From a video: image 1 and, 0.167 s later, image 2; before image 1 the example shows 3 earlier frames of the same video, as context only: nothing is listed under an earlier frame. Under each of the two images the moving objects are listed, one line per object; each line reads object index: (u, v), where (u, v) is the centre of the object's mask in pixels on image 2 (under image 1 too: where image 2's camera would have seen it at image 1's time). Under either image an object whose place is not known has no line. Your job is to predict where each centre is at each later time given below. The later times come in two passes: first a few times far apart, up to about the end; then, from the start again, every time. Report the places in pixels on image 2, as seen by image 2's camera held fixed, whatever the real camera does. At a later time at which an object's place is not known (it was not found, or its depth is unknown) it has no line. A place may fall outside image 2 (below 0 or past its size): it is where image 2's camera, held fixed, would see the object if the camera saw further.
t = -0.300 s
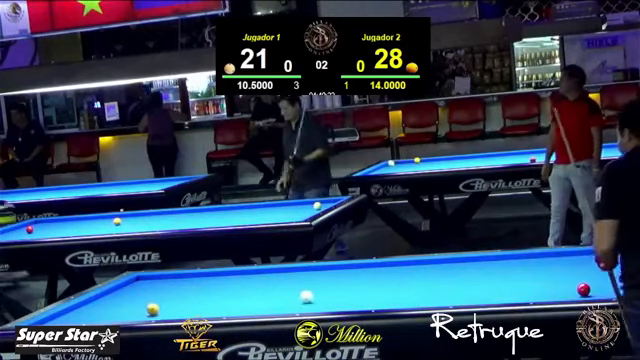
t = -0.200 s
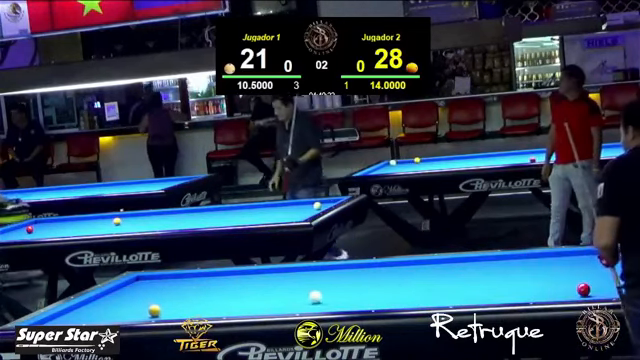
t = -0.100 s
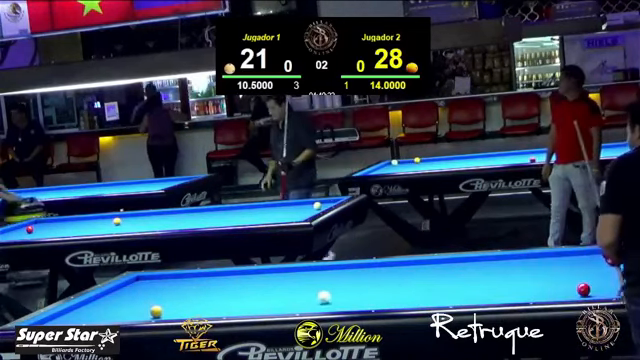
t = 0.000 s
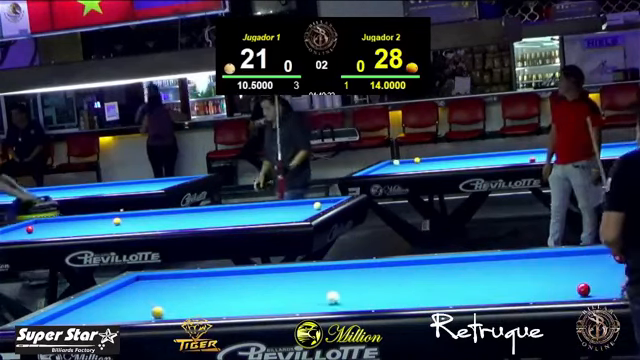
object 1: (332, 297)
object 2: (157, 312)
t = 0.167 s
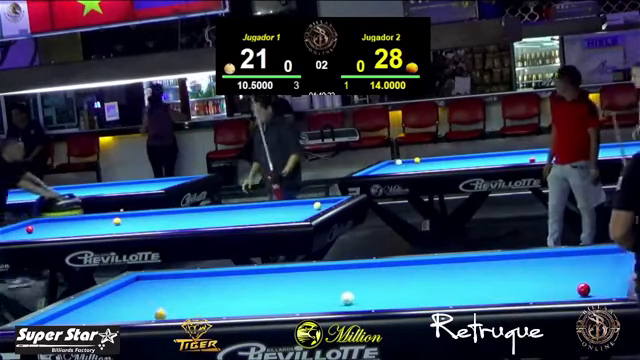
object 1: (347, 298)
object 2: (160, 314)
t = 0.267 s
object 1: (356, 298)
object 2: (162, 315)
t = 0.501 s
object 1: (379, 299)
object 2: (168, 316)
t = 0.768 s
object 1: (403, 299)
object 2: (183, 314)
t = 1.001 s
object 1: (424, 299)
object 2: (196, 313)
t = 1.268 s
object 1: (447, 299)
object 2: (209, 311)
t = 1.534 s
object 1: (470, 300)
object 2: (222, 309)
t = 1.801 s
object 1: (493, 300)
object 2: (234, 307)
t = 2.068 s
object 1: (515, 299)
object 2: (246, 305)
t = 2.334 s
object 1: (535, 297)
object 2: (257, 303)
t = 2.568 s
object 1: (553, 296)
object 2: (266, 301)
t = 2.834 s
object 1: (572, 295)
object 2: (275, 300)
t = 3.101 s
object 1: (590, 293)
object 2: (284, 298)
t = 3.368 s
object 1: (609, 290)
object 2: (293, 296)
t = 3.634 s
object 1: (600, 291)
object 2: (300, 295)
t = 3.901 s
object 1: (591, 292)
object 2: (308, 294)
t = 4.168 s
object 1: (583, 291)
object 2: (314, 292)
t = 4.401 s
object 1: (577, 292)
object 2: (320, 291)
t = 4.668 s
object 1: (570, 292)
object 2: (325, 290)
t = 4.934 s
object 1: (564, 292)
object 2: (330, 289)
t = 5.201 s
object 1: (559, 292)
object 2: (333, 288)
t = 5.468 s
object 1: (555, 292)
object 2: (338, 287)
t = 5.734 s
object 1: (552, 292)
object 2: (341, 287)
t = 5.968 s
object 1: (549, 292)
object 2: (344, 286)
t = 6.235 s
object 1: (547, 292)
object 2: (346, 285)
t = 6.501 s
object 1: (545, 291)
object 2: (348, 285)
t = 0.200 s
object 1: (350, 298)
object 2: (161, 314)
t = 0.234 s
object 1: (353, 298)
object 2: (162, 315)
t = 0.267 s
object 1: (356, 298)
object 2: (162, 315)
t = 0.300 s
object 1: (358, 298)
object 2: (162, 315)
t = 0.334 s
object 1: (361, 299)
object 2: (163, 315)
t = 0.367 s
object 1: (364, 299)
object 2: (163, 315)
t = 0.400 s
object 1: (367, 298)
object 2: (164, 315)
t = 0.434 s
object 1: (370, 299)
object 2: (164, 315)
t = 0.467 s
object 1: (373, 299)
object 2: (166, 316)
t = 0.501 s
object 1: (379, 299)
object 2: (168, 316)
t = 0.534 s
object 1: (382, 299)
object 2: (170, 316)
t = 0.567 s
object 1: (385, 299)
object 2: (172, 316)
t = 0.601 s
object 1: (388, 299)
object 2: (173, 316)
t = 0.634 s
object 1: (391, 299)
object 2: (176, 315)
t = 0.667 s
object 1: (394, 299)
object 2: (178, 315)
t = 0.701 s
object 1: (397, 300)
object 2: (179, 315)
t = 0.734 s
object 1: (400, 299)
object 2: (181, 315)
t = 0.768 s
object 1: (403, 299)
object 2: (183, 314)
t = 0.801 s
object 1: (406, 299)
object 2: (185, 314)
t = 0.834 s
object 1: (409, 300)
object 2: (186, 314)
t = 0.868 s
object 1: (412, 299)
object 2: (188, 314)
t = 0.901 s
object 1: (415, 299)
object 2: (190, 313)
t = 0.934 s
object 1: (418, 299)
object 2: (191, 313)
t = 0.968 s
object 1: (421, 299)
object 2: (193, 313)
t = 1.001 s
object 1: (424, 299)
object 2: (196, 313)
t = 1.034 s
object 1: (426, 299)
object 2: (197, 313)
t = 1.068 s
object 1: (429, 299)
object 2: (199, 312)
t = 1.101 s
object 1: (432, 299)
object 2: (201, 312)
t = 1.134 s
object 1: (435, 299)
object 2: (202, 312)
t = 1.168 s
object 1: (438, 299)
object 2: (204, 311)
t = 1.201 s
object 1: (441, 299)
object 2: (205, 311)
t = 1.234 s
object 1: (444, 299)
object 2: (207, 311)
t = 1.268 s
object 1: (447, 299)
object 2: (209, 311)
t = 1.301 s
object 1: (450, 299)
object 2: (211, 311)
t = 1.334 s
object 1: (452, 299)
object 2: (212, 310)
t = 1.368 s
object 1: (455, 300)
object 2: (214, 310)
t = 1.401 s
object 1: (458, 300)
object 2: (216, 310)
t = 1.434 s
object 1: (461, 300)
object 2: (217, 310)
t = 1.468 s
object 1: (464, 300)
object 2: (219, 310)
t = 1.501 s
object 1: (467, 300)
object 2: (220, 310)
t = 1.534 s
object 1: (470, 300)
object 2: (222, 309)
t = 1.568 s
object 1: (473, 300)
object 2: (224, 309)
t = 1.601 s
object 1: (476, 300)
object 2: (225, 309)
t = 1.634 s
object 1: (479, 300)
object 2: (227, 309)
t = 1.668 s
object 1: (482, 300)
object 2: (228, 308)
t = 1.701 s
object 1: (484, 300)
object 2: (230, 308)
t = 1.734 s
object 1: (487, 300)
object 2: (231, 308)
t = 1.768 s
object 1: (490, 300)
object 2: (233, 307)
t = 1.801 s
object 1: (493, 300)
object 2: (234, 307)
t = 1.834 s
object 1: (496, 300)
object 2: (236, 307)
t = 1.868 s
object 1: (499, 300)
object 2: (237, 307)
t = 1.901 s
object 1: (502, 300)
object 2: (239, 306)
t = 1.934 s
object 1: (504, 299)
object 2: (240, 306)
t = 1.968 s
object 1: (507, 299)
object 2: (242, 306)
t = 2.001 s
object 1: (510, 299)
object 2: (243, 305)
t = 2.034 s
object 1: (511, 299)
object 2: (245, 305)
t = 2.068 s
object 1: (515, 299)
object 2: (246, 305)
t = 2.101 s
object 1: (517, 299)
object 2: (247, 305)
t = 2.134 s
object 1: (520, 298)
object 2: (249, 305)
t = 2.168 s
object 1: (522, 299)
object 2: (250, 304)
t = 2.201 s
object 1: (525, 298)
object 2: (251, 304)
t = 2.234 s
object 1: (528, 298)
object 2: (252, 304)
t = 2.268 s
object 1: (530, 298)
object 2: (254, 304)
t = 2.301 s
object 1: (533, 298)
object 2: (255, 303)
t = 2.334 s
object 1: (535, 297)
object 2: (257, 303)
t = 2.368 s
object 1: (537, 297)
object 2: (258, 303)
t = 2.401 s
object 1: (540, 297)
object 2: (259, 302)
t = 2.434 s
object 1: (542, 297)
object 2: (260, 302)
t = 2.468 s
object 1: (545, 296)
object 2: (262, 302)
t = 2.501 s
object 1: (547, 297)
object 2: (263, 302)
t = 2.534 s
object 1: (550, 296)
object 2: (265, 301)
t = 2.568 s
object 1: (553, 296)
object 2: (266, 301)
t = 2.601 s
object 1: (555, 296)
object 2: (267, 301)
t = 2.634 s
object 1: (558, 296)
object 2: (268, 301)
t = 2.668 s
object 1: (560, 296)
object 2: (269, 301)
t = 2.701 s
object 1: (562, 295)
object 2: (270, 301)
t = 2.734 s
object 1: (565, 295)
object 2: (272, 300)
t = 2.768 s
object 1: (567, 295)
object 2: (273, 300)
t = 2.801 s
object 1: (570, 295)
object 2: (274, 300)
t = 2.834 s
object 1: (572, 295)
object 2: (275, 300)
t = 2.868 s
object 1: (574, 294)
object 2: (276, 300)
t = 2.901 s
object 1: (578, 294)
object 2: (278, 299)
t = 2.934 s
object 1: (580, 293)
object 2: (279, 299)
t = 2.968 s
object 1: (583, 293)
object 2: (280, 299)
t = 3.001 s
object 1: (584, 293)
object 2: (281, 299)
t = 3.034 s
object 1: (586, 293)
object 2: (282, 298)
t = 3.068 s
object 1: (588, 293)
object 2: (283, 298)
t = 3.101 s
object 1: (590, 293)
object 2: (284, 298)
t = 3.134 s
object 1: (593, 292)
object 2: (285, 298)
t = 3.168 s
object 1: (595, 292)
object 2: (286, 298)
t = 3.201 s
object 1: (597, 292)
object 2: (287, 297)
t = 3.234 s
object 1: (600, 292)
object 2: (288, 297)
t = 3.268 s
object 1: (602, 291)
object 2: (289, 297)
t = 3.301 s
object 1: (604, 291)
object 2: (291, 297)
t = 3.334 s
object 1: (606, 291)
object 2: (292, 297)
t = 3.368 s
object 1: (609, 290)
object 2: (293, 296)
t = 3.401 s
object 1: (608, 290)
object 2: (294, 296)
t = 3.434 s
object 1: (607, 291)
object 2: (295, 296)
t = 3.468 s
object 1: (605, 291)
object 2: (296, 296)
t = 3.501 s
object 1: (605, 290)
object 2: (297, 296)
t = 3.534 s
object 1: (602, 289)
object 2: (298, 296)
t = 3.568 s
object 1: (601, 289)
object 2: (299, 295)
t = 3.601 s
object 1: (601, 291)
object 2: (300, 295)
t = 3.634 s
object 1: (600, 291)
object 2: (300, 295)
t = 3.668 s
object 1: (598, 291)
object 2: (301, 295)
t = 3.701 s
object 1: (598, 291)
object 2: (302, 294)
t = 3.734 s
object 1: (597, 291)
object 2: (303, 294)
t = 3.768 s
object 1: (596, 291)
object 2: (304, 294)
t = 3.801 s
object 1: (594, 292)
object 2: (305, 294)
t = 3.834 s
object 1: (593, 292)
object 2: (306, 294)
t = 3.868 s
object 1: (592, 292)
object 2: (307, 294)
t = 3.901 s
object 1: (591, 292)
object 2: (308, 294)
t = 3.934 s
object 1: (590, 292)
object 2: (309, 293)
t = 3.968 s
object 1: (589, 292)
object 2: (309, 293)
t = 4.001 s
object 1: (588, 291)
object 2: (310, 293)
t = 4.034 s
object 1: (587, 291)
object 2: (311, 293)
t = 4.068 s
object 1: (586, 292)
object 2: (312, 293)
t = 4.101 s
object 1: (585, 292)
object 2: (313, 293)
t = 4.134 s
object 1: (584, 291)
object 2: (313, 293)
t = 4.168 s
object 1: (583, 291)
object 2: (314, 292)
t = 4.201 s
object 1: (583, 291)
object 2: (315, 292)
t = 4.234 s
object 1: (582, 291)
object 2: (315, 292)
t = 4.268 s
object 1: (581, 292)
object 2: (317, 292)
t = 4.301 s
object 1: (581, 291)
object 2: (317, 292)
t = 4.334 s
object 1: (580, 291)
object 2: (318, 292)
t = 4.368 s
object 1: (578, 292)
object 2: (319, 291)
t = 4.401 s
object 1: (577, 292)
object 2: (320, 291)
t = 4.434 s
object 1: (576, 292)
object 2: (320, 291)
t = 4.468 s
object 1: (575, 292)
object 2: (320, 291)
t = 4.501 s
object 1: (574, 292)
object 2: (321, 291)
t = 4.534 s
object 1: (573, 292)
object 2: (321, 291)
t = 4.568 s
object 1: (572, 292)
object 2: (323, 290)
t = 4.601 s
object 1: (572, 292)
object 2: (323, 290)
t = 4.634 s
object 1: (571, 292)
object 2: (324, 290)
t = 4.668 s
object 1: (570, 292)
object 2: (325, 290)
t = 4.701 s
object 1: (569, 292)
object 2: (325, 290)
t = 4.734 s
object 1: (569, 292)
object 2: (326, 290)
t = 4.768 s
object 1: (568, 292)
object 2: (326, 290)
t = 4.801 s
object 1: (567, 292)
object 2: (327, 290)
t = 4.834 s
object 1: (566, 292)
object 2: (328, 289)
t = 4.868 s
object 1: (566, 292)
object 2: (328, 289)
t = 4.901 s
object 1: (565, 292)
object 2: (329, 289)
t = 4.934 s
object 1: (564, 292)
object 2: (330, 289)
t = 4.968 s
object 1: (564, 292)
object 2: (330, 289)
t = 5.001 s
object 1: (563, 292)
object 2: (331, 289)
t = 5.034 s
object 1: (562, 292)
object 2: (331, 289)
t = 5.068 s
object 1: (562, 292)
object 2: (332, 288)
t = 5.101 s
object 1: (561, 292)
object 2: (332, 288)
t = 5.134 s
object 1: (560, 292)
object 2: (333, 288)
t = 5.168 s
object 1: (560, 292)
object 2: (333, 288)
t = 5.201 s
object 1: (559, 292)
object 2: (333, 288)
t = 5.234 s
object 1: (559, 292)
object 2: (334, 288)
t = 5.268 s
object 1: (558, 292)
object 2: (335, 288)
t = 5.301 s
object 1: (558, 292)
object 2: (335, 288)
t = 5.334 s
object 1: (557, 292)
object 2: (336, 288)
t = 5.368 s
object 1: (557, 292)
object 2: (336, 288)
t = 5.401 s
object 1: (556, 292)
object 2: (337, 288)
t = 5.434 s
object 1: (556, 292)
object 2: (337, 287)
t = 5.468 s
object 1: (555, 292)
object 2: (338, 287)
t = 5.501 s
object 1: (555, 292)
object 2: (338, 287)
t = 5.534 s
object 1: (554, 292)
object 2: (338, 287)
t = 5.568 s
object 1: (554, 292)
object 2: (339, 287)
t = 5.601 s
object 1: (553, 292)
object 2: (339, 287)
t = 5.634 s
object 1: (553, 292)
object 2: (340, 287)
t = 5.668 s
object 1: (552, 292)
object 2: (340, 287)
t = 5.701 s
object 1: (552, 292)
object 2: (341, 287)
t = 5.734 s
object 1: (552, 292)
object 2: (341, 287)
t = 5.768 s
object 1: (551, 292)
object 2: (342, 287)
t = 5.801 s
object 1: (551, 292)
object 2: (342, 287)
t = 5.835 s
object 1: (550, 292)
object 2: (342, 286)
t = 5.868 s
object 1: (550, 292)
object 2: (342, 286)
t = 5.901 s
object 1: (550, 292)
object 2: (343, 286)
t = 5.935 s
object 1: (549, 292)
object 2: (343, 286)
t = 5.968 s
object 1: (549, 292)
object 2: (344, 286)
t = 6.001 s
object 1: (549, 292)
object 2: (344, 286)
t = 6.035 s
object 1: (549, 291)
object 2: (344, 286)
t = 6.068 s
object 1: (549, 291)
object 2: (344, 286)
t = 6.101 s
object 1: (548, 292)
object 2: (345, 286)
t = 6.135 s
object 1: (548, 292)
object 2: (345, 286)
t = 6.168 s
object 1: (547, 291)
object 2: (345, 286)
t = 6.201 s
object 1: (547, 291)
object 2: (345, 286)
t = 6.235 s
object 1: (547, 292)
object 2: (346, 285)
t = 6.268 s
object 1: (547, 292)
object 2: (346, 285)
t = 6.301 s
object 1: (546, 291)
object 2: (346, 285)
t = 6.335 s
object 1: (546, 291)
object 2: (346, 285)
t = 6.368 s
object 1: (546, 291)
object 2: (346, 285)
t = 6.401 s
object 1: (546, 291)
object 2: (347, 285)
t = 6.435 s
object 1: (545, 291)
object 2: (347, 285)
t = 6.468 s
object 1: (545, 291)
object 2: (348, 285)
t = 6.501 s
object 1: (545, 291)
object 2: (348, 285)
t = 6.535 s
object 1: (545, 291)
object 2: (348, 285)
